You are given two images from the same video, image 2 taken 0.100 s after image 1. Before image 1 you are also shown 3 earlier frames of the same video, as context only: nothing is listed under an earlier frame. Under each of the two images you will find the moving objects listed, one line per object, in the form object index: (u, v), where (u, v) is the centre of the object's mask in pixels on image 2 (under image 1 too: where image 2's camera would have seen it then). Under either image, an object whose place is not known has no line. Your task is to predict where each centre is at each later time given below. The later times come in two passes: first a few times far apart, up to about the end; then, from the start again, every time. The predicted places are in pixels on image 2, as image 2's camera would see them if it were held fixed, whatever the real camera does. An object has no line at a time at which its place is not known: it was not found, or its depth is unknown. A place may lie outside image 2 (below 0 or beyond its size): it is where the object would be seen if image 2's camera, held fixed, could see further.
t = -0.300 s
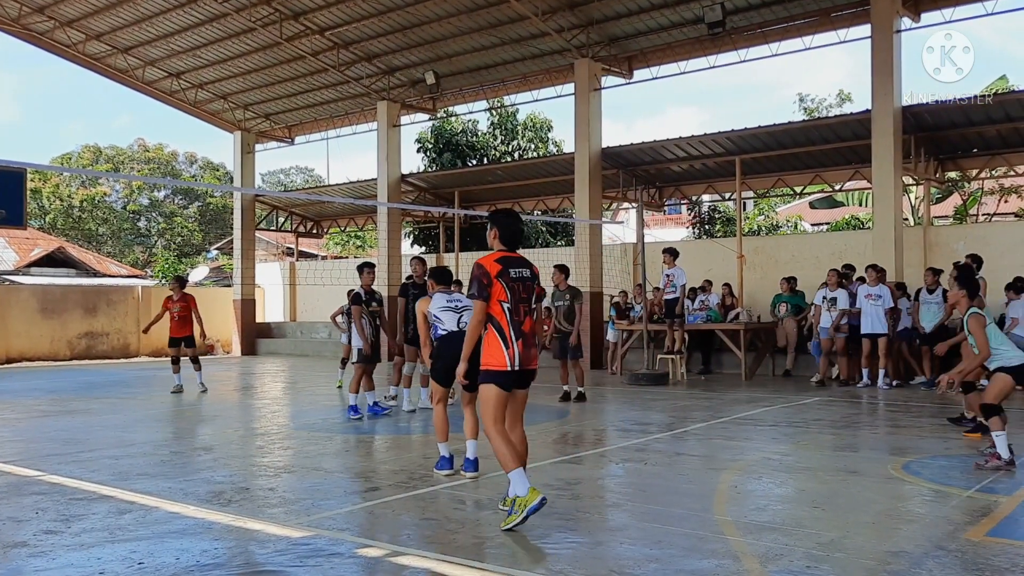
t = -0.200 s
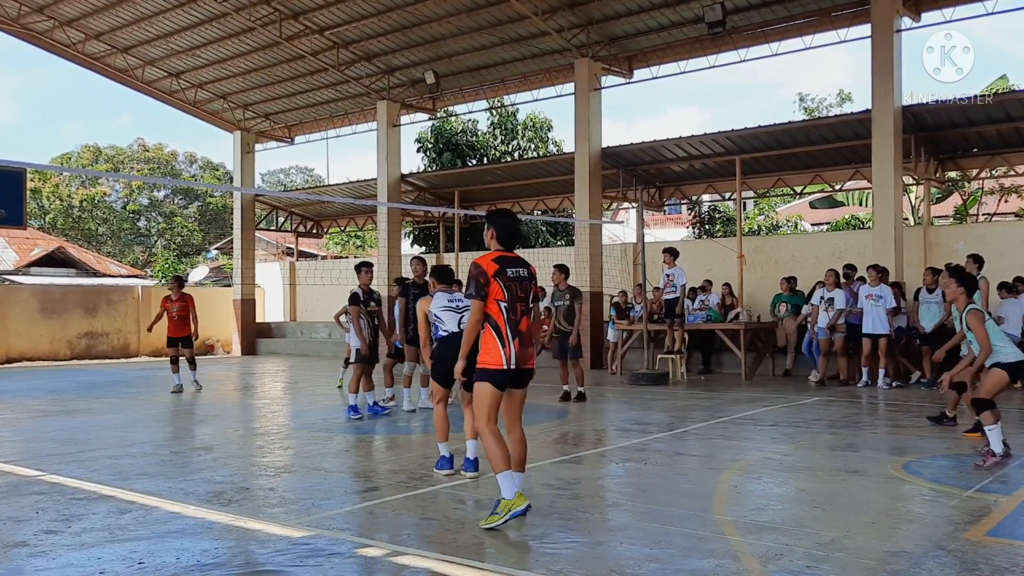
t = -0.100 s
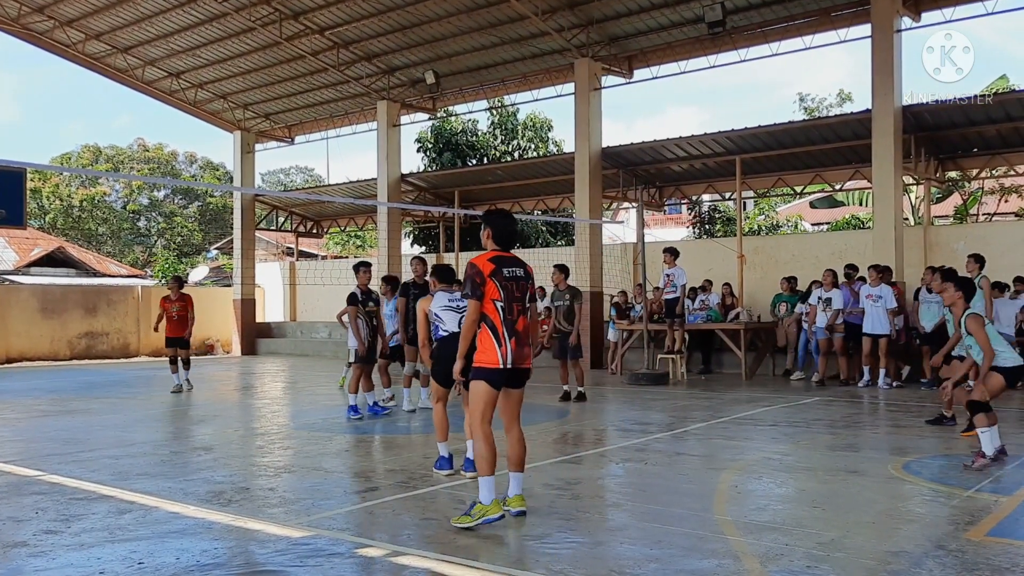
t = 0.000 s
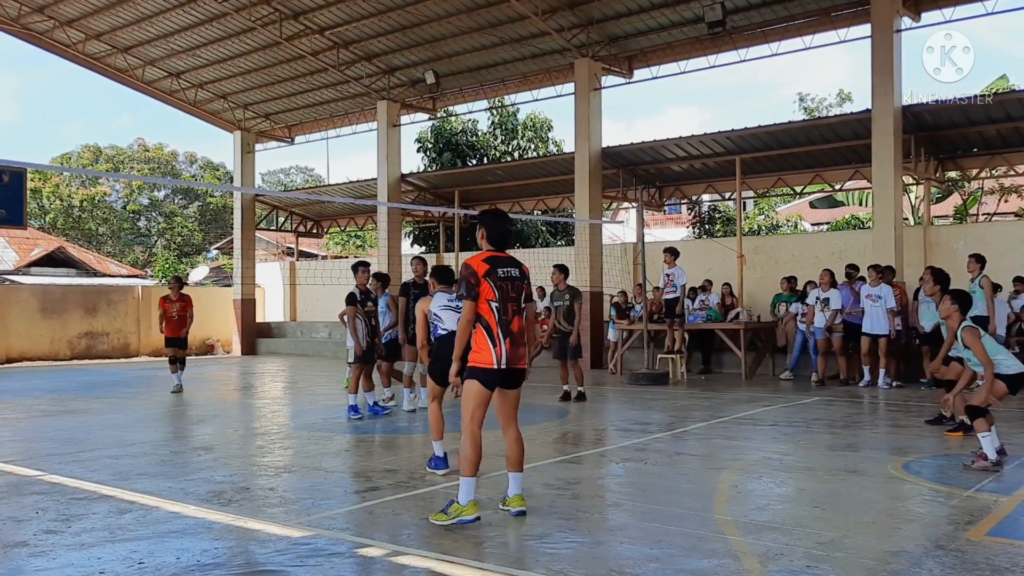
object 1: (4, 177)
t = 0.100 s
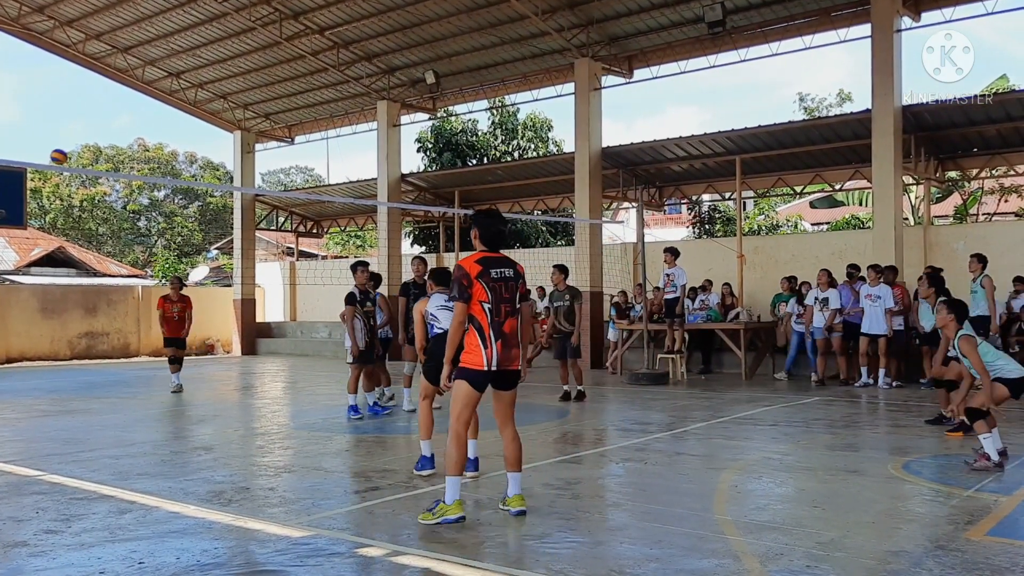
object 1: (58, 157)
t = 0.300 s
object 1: (193, 138)
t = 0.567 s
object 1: (412, 167)
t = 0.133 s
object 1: (79, 152)
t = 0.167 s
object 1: (100, 148)
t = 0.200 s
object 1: (123, 144)
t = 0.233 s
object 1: (145, 142)
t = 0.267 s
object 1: (169, 139)
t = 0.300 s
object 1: (193, 138)
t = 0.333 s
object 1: (218, 138)
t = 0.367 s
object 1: (244, 139)
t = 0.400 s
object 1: (270, 140)
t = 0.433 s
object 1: (298, 143)
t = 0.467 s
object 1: (324, 147)
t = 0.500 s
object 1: (353, 153)
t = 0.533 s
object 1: (382, 159)
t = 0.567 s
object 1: (412, 167)
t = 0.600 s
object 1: (444, 176)
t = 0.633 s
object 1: (476, 186)
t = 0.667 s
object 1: (508, 197)
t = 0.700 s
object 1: (542, 211)
